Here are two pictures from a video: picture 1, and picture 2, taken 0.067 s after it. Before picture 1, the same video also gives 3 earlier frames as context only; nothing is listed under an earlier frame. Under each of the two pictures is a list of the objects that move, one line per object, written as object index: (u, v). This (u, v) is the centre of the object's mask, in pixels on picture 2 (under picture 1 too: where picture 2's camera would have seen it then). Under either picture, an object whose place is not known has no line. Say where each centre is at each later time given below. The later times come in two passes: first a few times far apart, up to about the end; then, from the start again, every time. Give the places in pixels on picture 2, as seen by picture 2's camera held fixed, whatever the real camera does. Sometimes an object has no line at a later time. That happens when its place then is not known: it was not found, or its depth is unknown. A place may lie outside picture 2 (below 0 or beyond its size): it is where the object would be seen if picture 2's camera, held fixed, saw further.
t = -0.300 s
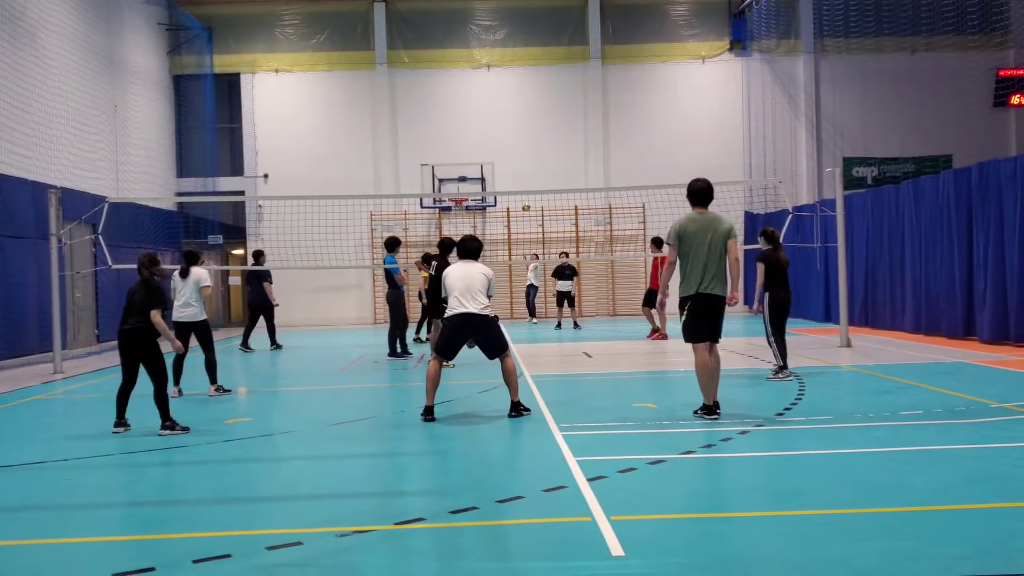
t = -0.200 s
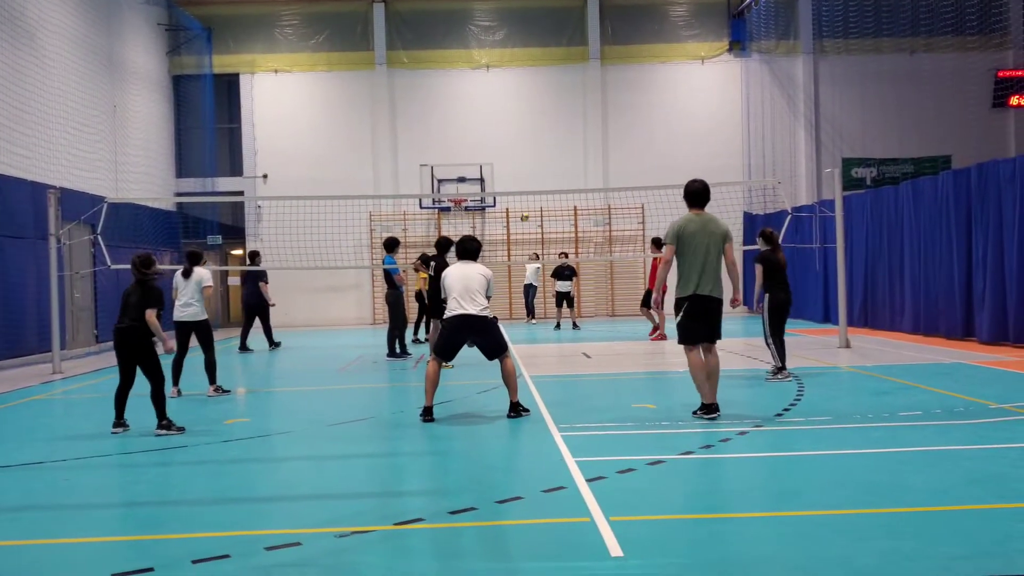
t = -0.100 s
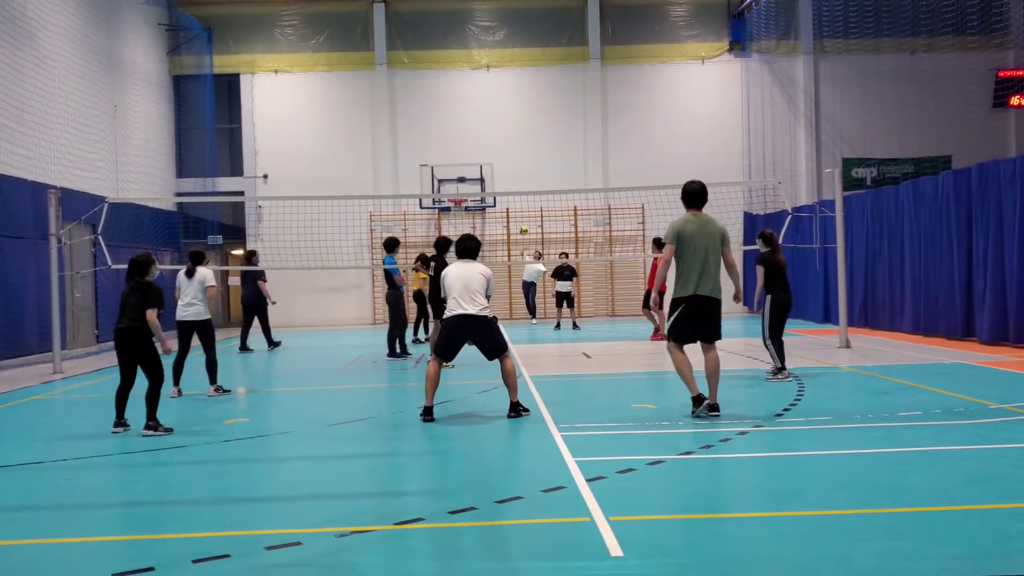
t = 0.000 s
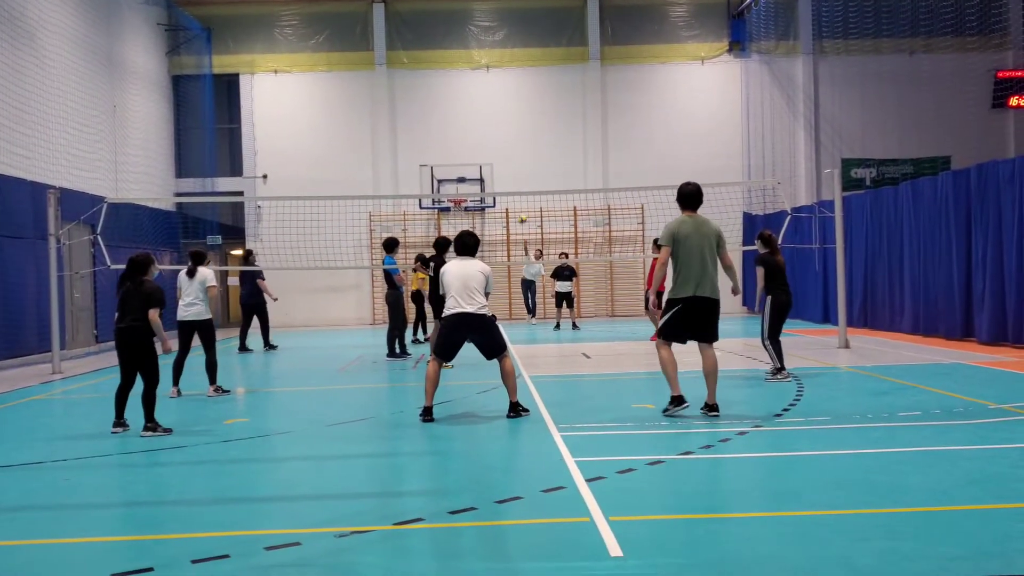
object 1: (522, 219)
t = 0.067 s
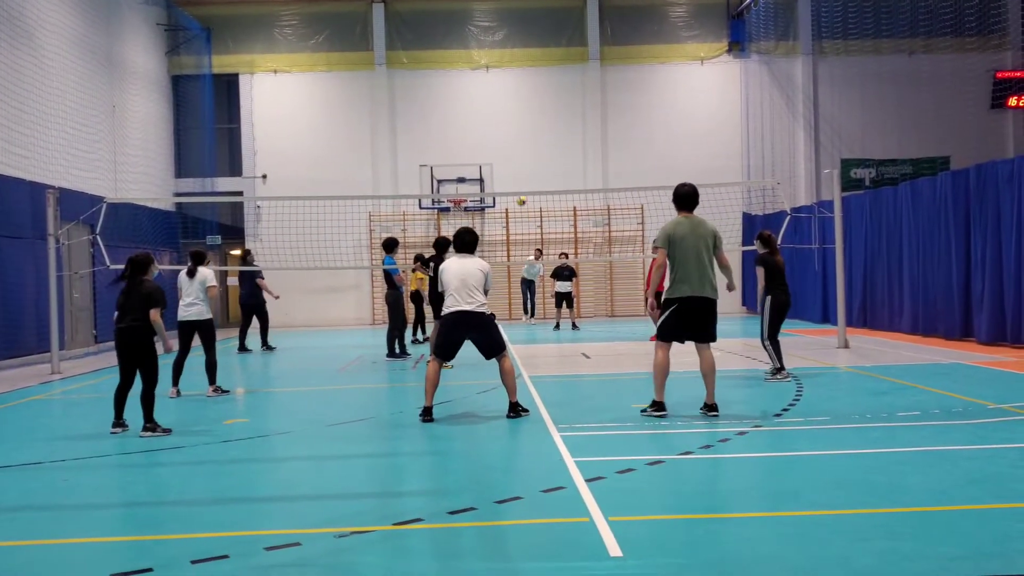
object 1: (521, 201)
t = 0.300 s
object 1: (526, 143)
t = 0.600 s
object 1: (557, 93)
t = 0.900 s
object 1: (642, 107)
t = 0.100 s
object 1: (522, 190)
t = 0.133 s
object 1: (521, 184)
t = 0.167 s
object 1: (522, 176)
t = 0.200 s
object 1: (522, 167)
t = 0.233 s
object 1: (523, 159)
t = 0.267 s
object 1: (524, 151)
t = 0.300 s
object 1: (526, 143)
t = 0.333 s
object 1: (528, 136)
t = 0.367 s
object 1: (531, 129)
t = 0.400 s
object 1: (533, 122)
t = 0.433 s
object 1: (537, 116)
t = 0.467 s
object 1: (540, 110)
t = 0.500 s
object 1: (543, 105)
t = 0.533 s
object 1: (547, 101)
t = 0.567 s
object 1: (552, 97)
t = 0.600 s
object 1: (557, 93)
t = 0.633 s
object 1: (563, 90)
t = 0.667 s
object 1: (570, 88)
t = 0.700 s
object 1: (577, 86)
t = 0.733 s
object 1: (585, 86)
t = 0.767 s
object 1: (594, 87)
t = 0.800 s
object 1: (604, 90)
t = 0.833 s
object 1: (615, 93)
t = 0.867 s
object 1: (628, 99)
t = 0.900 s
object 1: (642, 107)
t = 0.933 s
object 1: (656, 117)
